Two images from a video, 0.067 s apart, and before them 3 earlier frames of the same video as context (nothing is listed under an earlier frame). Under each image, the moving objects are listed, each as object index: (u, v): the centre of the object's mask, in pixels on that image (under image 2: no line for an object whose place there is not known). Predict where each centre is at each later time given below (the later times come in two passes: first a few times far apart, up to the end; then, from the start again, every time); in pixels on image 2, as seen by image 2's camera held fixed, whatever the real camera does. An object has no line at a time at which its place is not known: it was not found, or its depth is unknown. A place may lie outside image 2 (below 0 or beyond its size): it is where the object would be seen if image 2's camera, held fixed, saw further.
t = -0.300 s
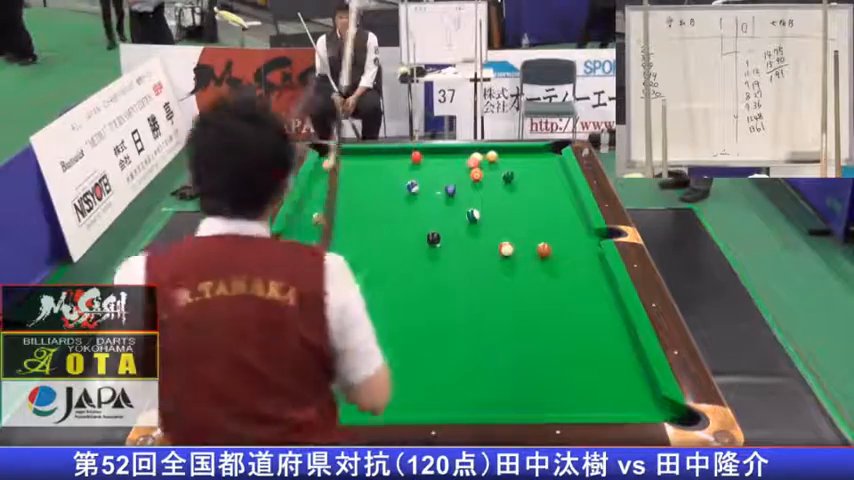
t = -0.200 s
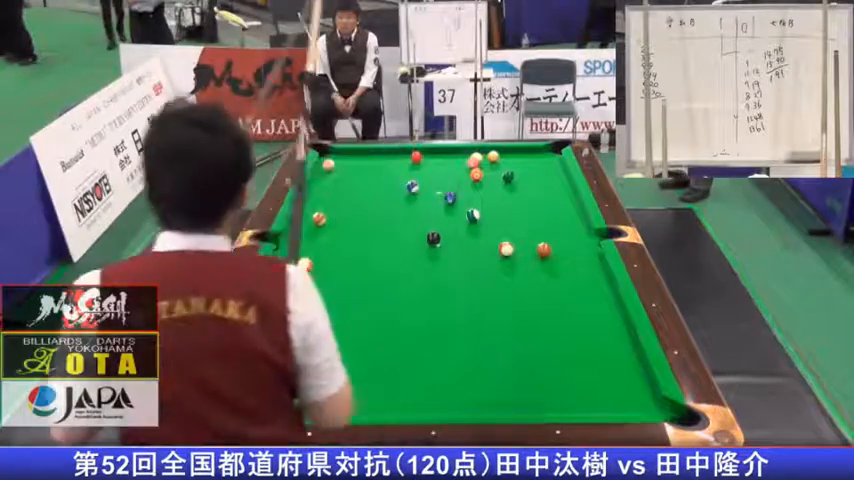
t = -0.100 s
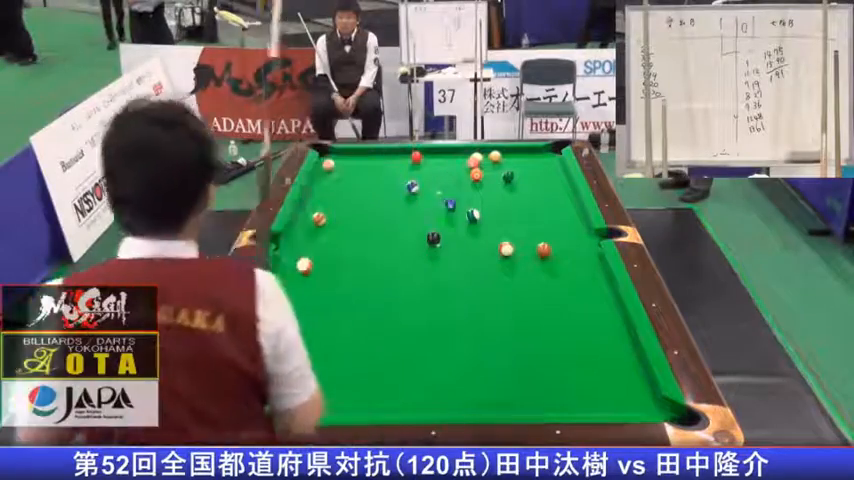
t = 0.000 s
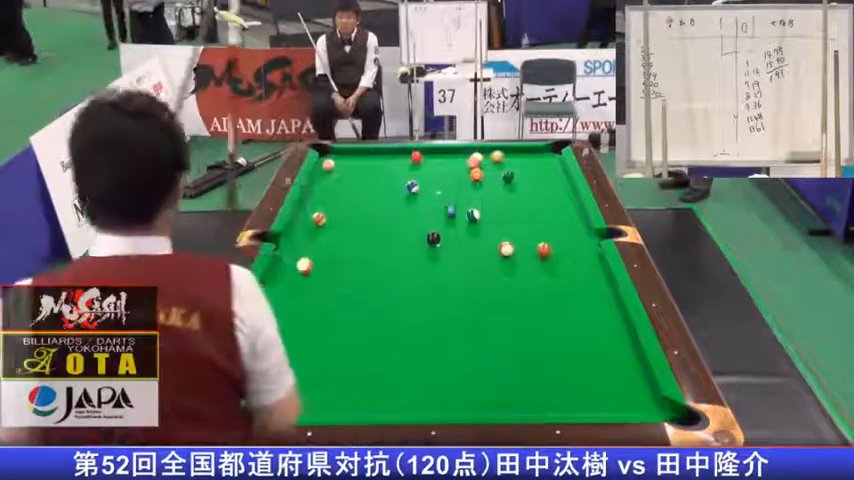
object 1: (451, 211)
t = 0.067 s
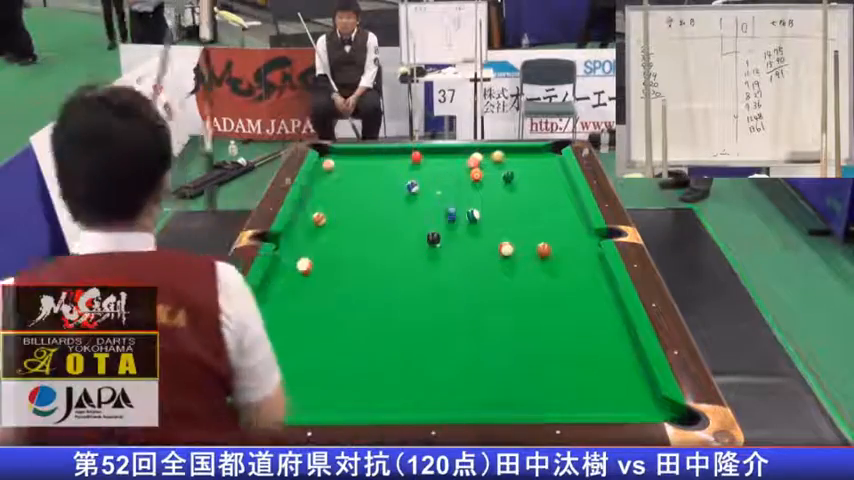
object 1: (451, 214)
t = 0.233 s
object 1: (452, 223)
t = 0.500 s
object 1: (453, 245)
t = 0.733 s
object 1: (453, 263)
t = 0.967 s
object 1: (454, 281)
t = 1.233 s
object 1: (453, 307)
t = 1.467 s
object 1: (453, 329)
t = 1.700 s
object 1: (452, 352)
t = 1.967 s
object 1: (453, 382)
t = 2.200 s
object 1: (451, 405)
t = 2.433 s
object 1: (453, 397)
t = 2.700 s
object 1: (451, 380)
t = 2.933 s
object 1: (450, 366)
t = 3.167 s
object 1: (450, 356)
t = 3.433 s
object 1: (450, 343)
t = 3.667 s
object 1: (450, 335)
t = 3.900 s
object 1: (451, 325)
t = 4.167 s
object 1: (451, 319)
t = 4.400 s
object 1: (451, 312)
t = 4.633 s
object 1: (452, 306)
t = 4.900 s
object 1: (452, 304)
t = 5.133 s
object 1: (451, 300)
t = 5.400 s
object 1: (451, 296)
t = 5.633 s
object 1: (451, 295)
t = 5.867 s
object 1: (452, 294)
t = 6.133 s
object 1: (452, 293)
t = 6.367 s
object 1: (452, 293)
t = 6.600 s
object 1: (452, 293)
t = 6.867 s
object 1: (452, 293)
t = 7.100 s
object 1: (452, 293)
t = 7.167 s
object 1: (452, 293)
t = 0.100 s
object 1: (452, 218)
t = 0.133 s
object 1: (452, 219)
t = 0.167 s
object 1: (452, 221)
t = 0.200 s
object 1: (452, 222)
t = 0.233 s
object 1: (452, 223)
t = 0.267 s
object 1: (452, 227)
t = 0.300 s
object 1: (452, 228)
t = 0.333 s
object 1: (451, 232)
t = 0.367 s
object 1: (451, 235)
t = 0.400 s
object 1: (451, 237)
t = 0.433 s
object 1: (452, 239)
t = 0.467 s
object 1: (453, 242)
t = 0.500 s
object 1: (453, 245)
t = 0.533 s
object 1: (453, 247)
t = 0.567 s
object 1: (453, 248)
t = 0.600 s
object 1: (453, 252)
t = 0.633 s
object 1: (453, 252)
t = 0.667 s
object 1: (453, 258)
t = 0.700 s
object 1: (453, 262)
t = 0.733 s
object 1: (453, 263)
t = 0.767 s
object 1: (453, 265)
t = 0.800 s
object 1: (453, 269)
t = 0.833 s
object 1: (453, 272)
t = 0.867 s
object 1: (453, 272)
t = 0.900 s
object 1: (453, 276)
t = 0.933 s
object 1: (453, 277)
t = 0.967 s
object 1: (454, 281)
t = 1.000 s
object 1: (453, 286)
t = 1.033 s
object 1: (454, 288)
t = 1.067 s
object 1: (453, 291)
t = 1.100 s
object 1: (453, 294)
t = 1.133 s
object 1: (453, 297)
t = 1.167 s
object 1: (453, 300)
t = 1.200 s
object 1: (453, 304)
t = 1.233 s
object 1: (453, 307)
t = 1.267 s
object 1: (453, 309)
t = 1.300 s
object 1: (453, 312)
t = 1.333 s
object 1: (453, 317)
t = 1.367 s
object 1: (453, 320)
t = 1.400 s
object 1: (453, 322)
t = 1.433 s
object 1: (453, 326)
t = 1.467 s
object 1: (453, 329)
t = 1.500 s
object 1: (453, 333)
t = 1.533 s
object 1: (453, 335)
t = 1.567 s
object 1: (453, 338)
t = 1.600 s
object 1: (453, 343)
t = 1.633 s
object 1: (453, 345)
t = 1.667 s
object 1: (453, 349)
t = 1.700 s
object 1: (452, 352)
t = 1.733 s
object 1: (452, 357)
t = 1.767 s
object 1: (453, 360)
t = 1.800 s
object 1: (453, 363)
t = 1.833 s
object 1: (453, 367)
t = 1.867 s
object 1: (453, 371)
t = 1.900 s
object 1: (453, 375)
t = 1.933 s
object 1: (453, 379)
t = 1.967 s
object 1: (453, 382)
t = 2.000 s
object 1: (453, 388)
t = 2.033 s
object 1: (453, 390)
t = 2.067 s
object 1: (453, 395)
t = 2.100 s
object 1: (453, 399)
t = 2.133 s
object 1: (453, 402)
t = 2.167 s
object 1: (453, 404)
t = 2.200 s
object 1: (451, 405)
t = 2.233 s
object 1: (452, 405)
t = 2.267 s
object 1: (452, 405)
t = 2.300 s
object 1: (452, 405)
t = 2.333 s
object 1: (452, 403)
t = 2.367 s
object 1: (452, 401)
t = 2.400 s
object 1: (453, 400)
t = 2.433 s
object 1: (453, 397)
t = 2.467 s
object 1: (452, 394)
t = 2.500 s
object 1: (452, 392)
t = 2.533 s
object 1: (452, 391)
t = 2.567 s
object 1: (452, 390)
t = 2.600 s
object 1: (451, 386)
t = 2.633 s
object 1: (451, 384)
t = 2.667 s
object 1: (451, 381)
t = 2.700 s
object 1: (451, 380)
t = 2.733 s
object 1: (451, 378)
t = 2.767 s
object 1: (451, 377)
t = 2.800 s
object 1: (451, 375)
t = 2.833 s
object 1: (451, 372)
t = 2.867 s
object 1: (451, 370)
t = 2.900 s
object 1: (451, 368)
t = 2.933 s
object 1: (450, 366)
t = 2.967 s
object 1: (451, 364)
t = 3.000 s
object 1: (451, 363)
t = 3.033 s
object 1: (451, 360)
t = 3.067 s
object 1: (450, 360)
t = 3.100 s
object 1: (450, 360)
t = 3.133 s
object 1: (450, 357)
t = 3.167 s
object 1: (450, 356)
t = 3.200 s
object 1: (450, 354)
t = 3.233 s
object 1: (450, 352)
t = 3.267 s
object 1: (450, 350)
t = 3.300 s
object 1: (450, 349)
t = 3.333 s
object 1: (450, 347)
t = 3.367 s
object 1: (450, 347)
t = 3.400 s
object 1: (450, 346)
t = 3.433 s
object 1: (450, 343)
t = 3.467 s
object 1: (450, 342)
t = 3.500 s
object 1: (450, 340)
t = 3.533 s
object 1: (450, 339)
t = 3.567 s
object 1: (450, 337)
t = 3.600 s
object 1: (450, 336)
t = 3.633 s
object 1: (451, 335)
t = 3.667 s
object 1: (450, 335)
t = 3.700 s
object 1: (451, 333)
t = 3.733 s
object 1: (451, 332)
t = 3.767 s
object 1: (451, 331)
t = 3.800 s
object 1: (451, 330)
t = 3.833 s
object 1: (451, 328)
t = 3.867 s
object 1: (451, 326)
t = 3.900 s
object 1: (451, 325)
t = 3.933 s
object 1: (451, 325)
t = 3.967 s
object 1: (451, 322)
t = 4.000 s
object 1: (451, 321)
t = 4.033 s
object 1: (451, 322)
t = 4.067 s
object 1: (451, 322)
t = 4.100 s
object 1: (451, 320)
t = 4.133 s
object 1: (451, 319)
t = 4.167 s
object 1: (451, 319)
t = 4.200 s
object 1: (451, 317)
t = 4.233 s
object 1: (451, 317)
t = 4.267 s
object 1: (451, 316)
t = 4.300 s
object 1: (451, 315)
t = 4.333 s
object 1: (451, 314)
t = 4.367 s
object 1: (451, 312)
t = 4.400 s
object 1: (451, 312)
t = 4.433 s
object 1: (451, 312)
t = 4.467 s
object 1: (452, 312)
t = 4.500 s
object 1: (452, 311)
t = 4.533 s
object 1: (452, 310)
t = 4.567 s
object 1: (452, 308)
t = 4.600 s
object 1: (452, 307)
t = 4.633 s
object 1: (452, 306)
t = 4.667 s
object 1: (452, 306)
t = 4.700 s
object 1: (451, 306)
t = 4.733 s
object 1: (452, 306)
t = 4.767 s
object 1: (452, 306)
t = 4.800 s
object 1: (452, 305)
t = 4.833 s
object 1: (452, 305)
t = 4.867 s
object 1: (452, 305)
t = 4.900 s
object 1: (452, 304)
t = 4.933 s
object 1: (451, 303)
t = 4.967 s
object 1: (451, 302)
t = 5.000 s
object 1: (451, 302)
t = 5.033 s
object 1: (451, 302)
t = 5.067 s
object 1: (451, 302)
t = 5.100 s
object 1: (451, 301)
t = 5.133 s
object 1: (451, 300)
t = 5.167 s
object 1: (451, 299)
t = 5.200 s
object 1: (451, 298)
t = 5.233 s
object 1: (451, 298)
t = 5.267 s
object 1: (451, 298)
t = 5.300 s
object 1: (451, 296)
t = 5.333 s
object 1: (451, 296)
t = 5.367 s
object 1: (451, 296)
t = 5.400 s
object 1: (451, 296)
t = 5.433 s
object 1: (451, 296)
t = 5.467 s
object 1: (451, 296)
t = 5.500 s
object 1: (451, 296)
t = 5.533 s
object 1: (451, 295)
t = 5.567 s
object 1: (451, 295)
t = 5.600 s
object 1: (451, 295)
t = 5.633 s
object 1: (451, 295)
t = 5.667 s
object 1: (452, 295)
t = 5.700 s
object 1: (452, 295)
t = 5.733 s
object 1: (452, 295)
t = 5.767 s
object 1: (452, 294)
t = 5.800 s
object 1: (452, 294)
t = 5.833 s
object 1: (452, 294)
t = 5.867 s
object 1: (452, 294)
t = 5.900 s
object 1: (452, 294)
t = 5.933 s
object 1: (452, 294)
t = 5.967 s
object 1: (452, 293)
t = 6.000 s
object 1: (452, 293)
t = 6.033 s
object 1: (452, 293)
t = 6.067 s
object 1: (452, 293)
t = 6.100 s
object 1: (452, 293)
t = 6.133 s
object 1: (452, 293)
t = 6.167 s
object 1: (452, 293)
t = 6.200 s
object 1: (452, 293)
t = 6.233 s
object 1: (452, 293)
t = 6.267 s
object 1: (452, 293)
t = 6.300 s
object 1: (452, 293)
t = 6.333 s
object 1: (452, 293)
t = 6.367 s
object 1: (452, 293)
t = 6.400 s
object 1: (452, 293)
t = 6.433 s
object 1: (452, 293)
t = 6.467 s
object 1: (452, 293)
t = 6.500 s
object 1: (452, 293)
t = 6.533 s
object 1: (452, 293)
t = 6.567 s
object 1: (452, 293)
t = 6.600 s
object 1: (452, 293)
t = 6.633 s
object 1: (452, 293)
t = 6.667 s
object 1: (452, 293)
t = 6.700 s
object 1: (452, 293)
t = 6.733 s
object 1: (452, 293)
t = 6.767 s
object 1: (452, 293)
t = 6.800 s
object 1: (452, 293)
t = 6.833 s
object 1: (452, 293)
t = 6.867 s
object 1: (452, 293)
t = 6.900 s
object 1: (452, 293)
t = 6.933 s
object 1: (452, 293)
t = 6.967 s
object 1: (452, 293)
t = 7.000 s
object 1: (452, 293)
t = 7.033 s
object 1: (452, 293)
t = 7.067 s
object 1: (452, 293)
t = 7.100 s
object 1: (452, 293)
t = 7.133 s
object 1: (452, 293)
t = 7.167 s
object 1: (452, 293)
